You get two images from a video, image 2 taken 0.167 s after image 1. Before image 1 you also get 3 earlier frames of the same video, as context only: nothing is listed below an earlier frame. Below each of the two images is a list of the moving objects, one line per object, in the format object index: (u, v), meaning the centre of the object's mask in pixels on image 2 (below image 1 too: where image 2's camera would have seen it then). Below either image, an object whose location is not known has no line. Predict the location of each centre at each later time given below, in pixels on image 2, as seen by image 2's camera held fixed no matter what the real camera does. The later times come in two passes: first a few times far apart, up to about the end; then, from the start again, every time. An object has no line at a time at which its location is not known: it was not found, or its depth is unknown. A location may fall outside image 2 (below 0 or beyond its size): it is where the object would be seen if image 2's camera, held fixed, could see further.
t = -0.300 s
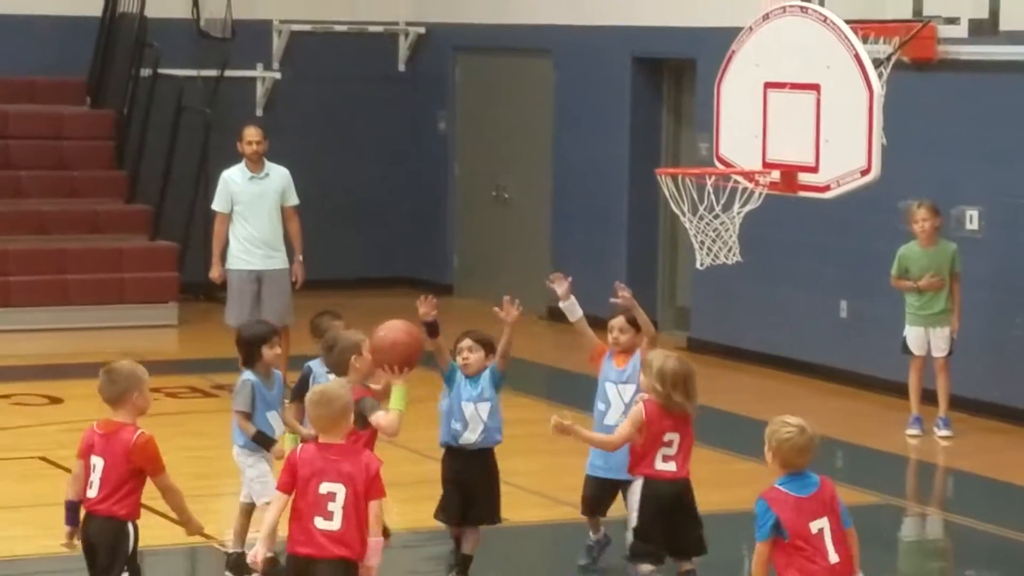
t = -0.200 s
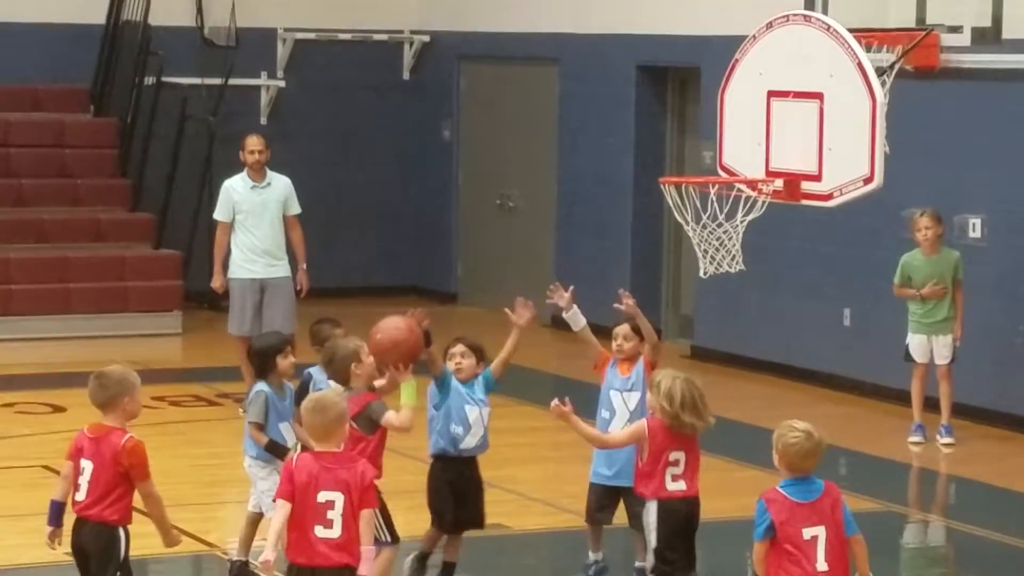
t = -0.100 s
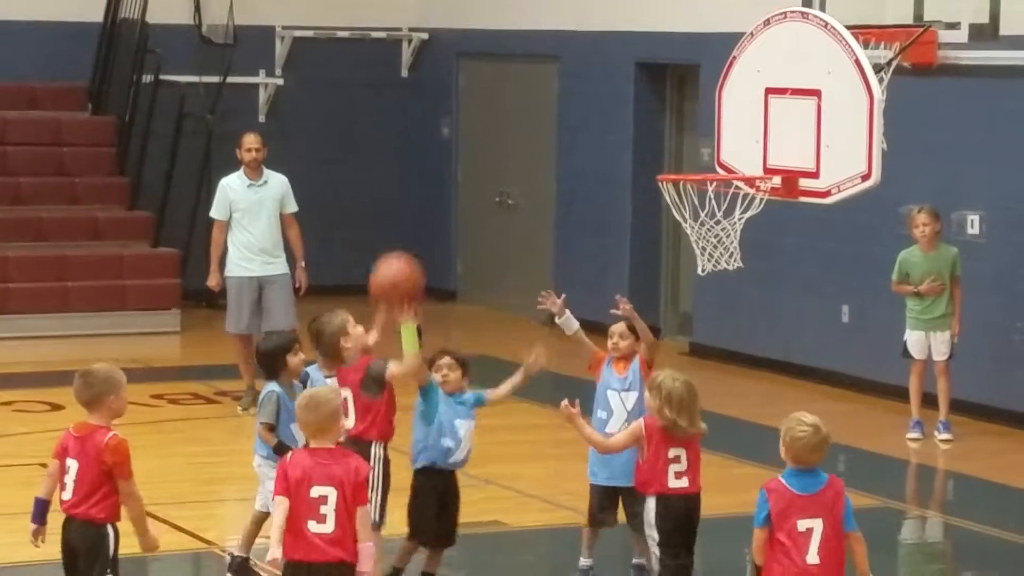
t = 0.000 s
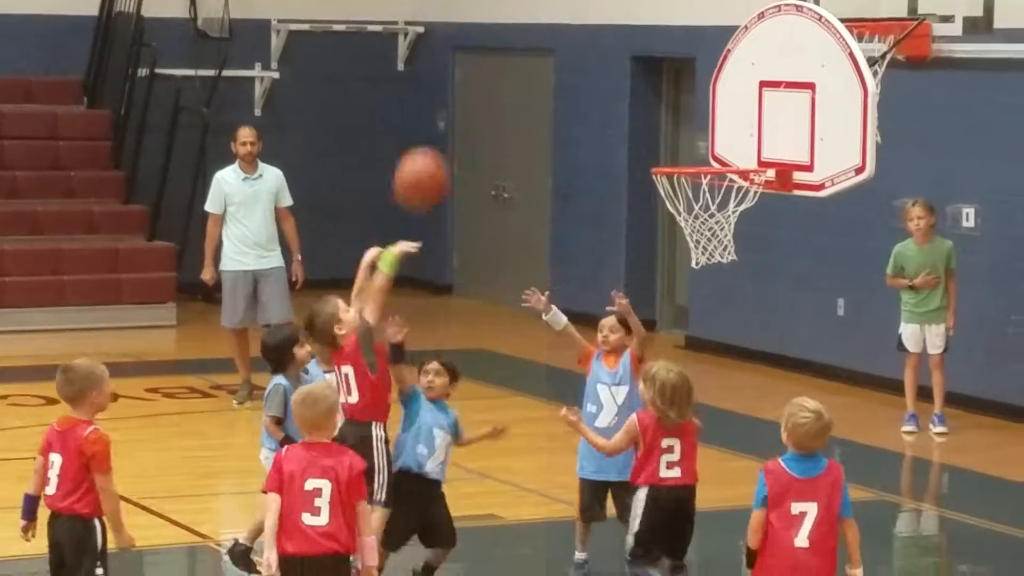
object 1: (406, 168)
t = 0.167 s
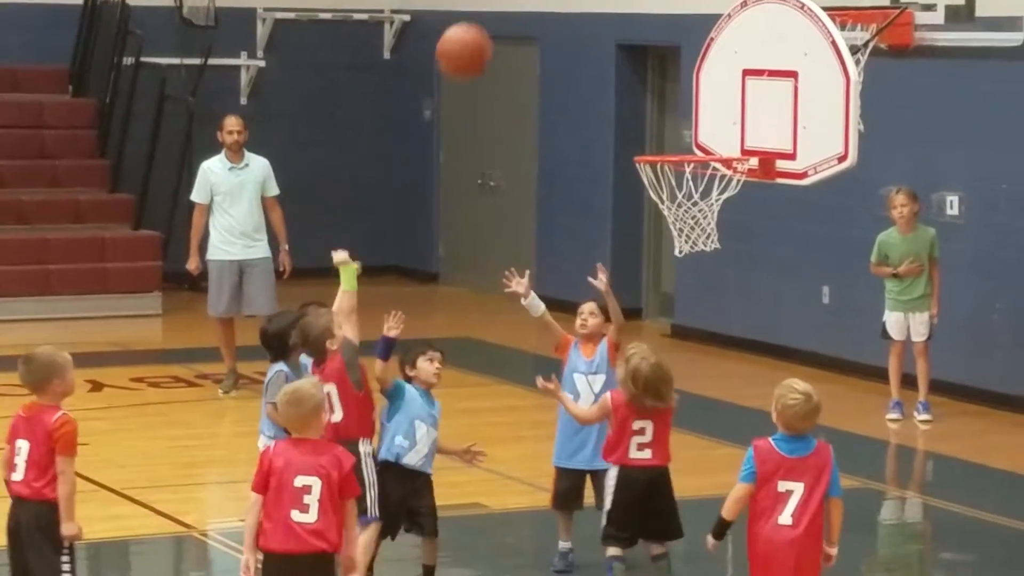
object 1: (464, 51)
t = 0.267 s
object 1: (497, 18)
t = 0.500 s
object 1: (574, 19)
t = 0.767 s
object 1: (629, 128)
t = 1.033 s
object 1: (576, 168)
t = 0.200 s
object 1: (475, 37)
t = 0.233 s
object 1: (486, 25)
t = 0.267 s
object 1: (497, 18)
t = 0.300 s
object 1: (508, 13)
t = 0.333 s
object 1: (519, 10)
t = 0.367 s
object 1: (531, 7)
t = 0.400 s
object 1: (542, 5)
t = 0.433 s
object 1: (552, 6)
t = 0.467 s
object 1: (563, 11)
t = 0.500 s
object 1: (574, 19)
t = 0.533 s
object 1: (584, 31)
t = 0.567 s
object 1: (594, 43)
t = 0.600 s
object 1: (605, 60)
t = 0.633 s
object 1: (615, 78)
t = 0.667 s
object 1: (624, 100)
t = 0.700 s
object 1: (634, 124)
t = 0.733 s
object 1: (635, 134)
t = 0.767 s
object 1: (629, 128)
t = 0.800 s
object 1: (622, 123)
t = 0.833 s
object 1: (616, 122)
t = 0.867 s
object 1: (610, 123)
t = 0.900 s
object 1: (603, 126)
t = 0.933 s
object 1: (596, 133)
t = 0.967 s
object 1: (589, 142)
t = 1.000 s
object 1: (583, 154)
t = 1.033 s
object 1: (576, 168)
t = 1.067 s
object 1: (569, 185)
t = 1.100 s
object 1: (562, 205)
